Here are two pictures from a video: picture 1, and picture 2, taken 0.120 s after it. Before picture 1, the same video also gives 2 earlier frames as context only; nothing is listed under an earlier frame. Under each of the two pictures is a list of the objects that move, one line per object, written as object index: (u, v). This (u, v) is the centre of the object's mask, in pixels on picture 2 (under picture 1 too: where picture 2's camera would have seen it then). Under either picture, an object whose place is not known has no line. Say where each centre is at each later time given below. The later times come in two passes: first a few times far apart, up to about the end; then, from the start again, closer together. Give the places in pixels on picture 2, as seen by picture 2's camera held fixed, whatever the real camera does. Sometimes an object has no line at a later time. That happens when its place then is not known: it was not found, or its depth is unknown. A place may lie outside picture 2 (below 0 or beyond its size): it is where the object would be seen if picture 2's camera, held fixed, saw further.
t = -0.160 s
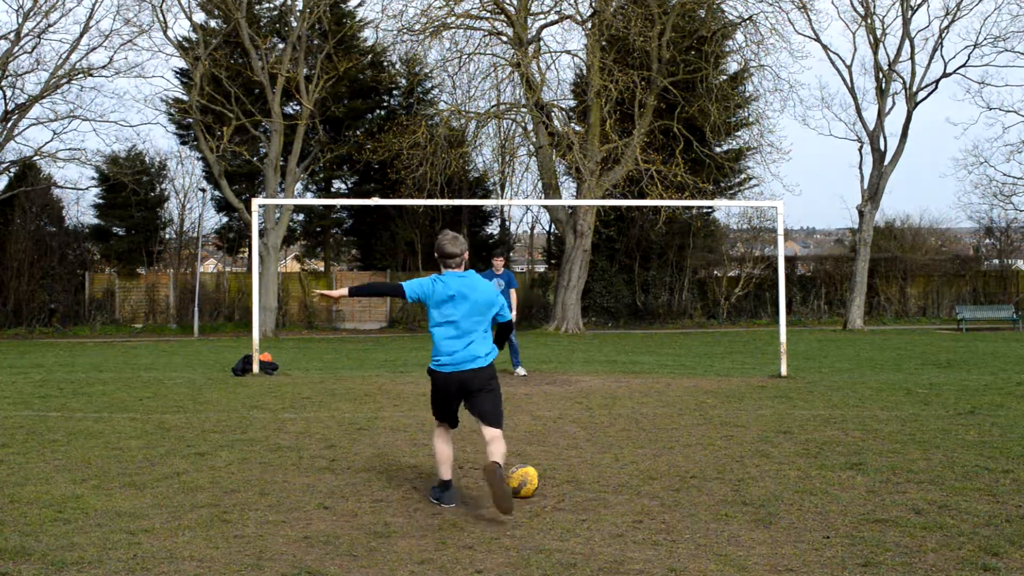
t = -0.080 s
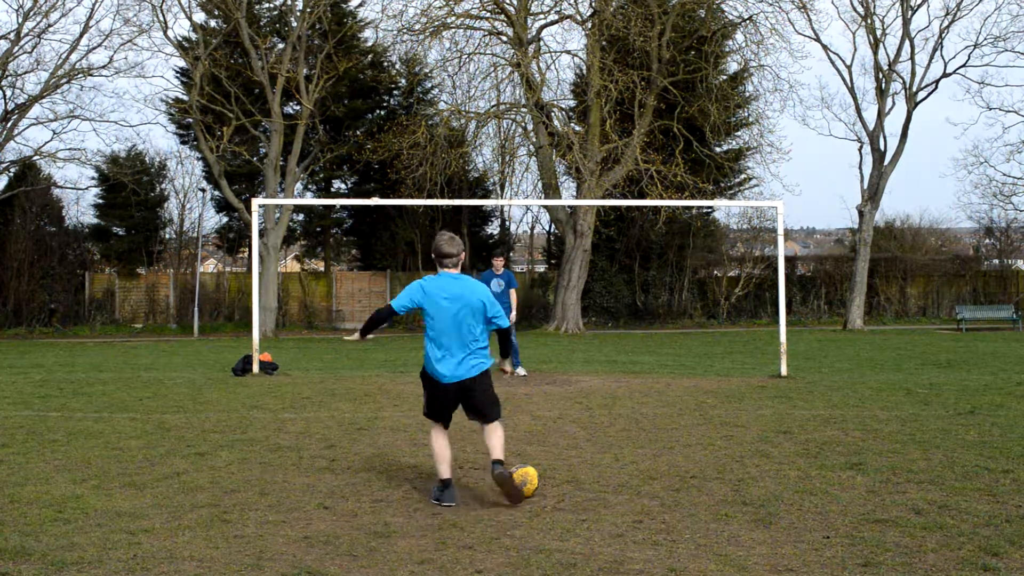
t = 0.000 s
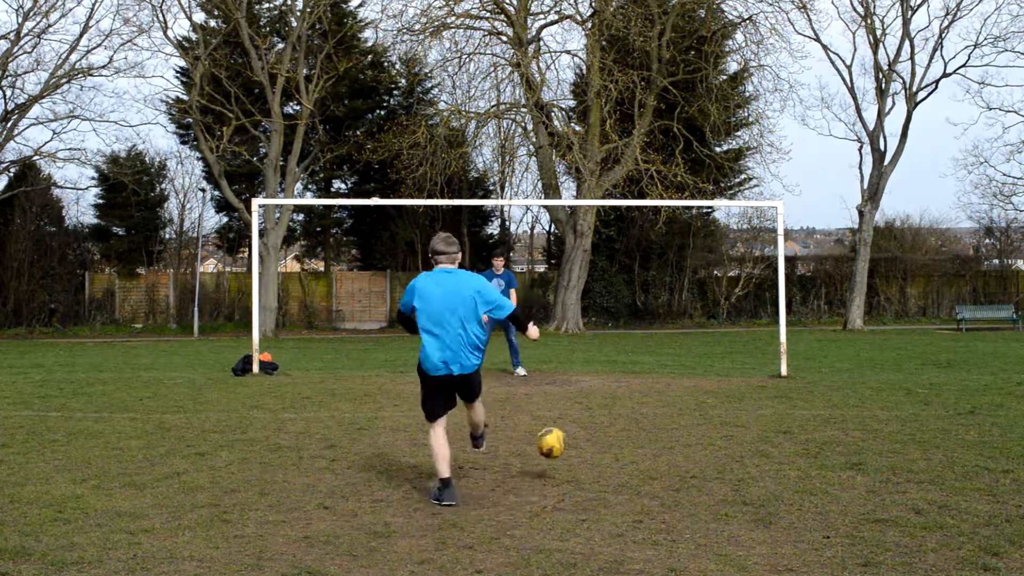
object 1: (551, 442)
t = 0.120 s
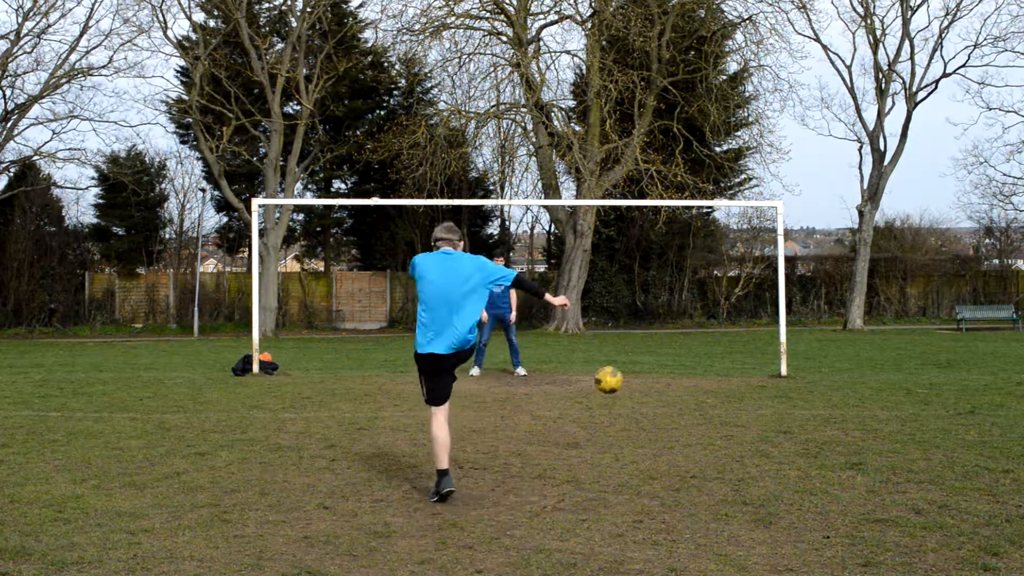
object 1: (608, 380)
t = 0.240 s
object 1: (656, 343)
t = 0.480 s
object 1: (733, 320)
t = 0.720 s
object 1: (795, 343)
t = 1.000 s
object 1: (854, 361)
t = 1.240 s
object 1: (897, 345)
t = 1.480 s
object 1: (936, 369)
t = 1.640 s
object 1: (957, 355)
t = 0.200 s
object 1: (642, 352)
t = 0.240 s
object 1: (656, 343)
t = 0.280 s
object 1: (671, 335)
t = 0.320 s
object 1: (685, 329)
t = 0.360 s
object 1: (697, 324)
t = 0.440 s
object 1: (722, 320)
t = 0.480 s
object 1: (733, 320)
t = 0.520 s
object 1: (745, 321)
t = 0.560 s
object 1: (756, 323)
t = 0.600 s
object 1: (766, 327)
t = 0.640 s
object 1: (776, 331)
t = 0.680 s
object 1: (786, 337)
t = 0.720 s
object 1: (795, 343)
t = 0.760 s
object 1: (805, 350)
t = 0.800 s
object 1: (814, 357)
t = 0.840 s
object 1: (823, 366)
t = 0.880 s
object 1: (831, 376)
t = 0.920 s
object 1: (839, 376)
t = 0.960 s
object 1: (847, 368)
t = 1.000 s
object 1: (854, 361)
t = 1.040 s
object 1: (862, 355)
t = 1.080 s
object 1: (869, 351)
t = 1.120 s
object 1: (876, 347)
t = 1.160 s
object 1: (882, 345)
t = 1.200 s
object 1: (890, 344)
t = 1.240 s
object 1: (897, 345)
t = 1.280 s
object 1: (904, 347)
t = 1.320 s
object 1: (910, 349)
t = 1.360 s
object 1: (918, 352)
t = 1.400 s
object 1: (923, 357)
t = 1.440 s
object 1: (930, 363)
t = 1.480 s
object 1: (936, 369)
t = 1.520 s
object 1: (942, 367)
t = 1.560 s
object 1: (947, 361)
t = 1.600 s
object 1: (952, 357)
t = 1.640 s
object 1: (957, 355)
